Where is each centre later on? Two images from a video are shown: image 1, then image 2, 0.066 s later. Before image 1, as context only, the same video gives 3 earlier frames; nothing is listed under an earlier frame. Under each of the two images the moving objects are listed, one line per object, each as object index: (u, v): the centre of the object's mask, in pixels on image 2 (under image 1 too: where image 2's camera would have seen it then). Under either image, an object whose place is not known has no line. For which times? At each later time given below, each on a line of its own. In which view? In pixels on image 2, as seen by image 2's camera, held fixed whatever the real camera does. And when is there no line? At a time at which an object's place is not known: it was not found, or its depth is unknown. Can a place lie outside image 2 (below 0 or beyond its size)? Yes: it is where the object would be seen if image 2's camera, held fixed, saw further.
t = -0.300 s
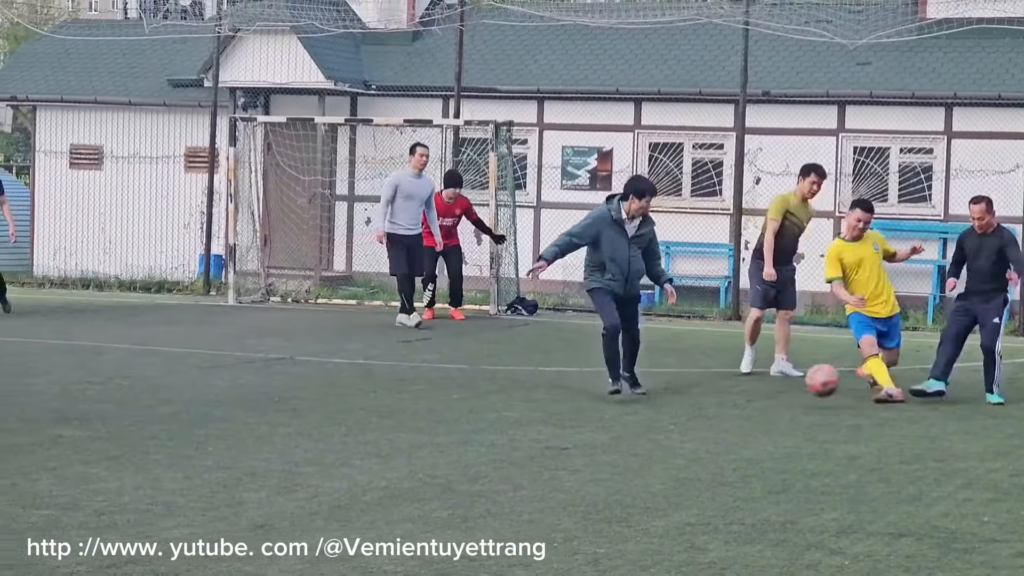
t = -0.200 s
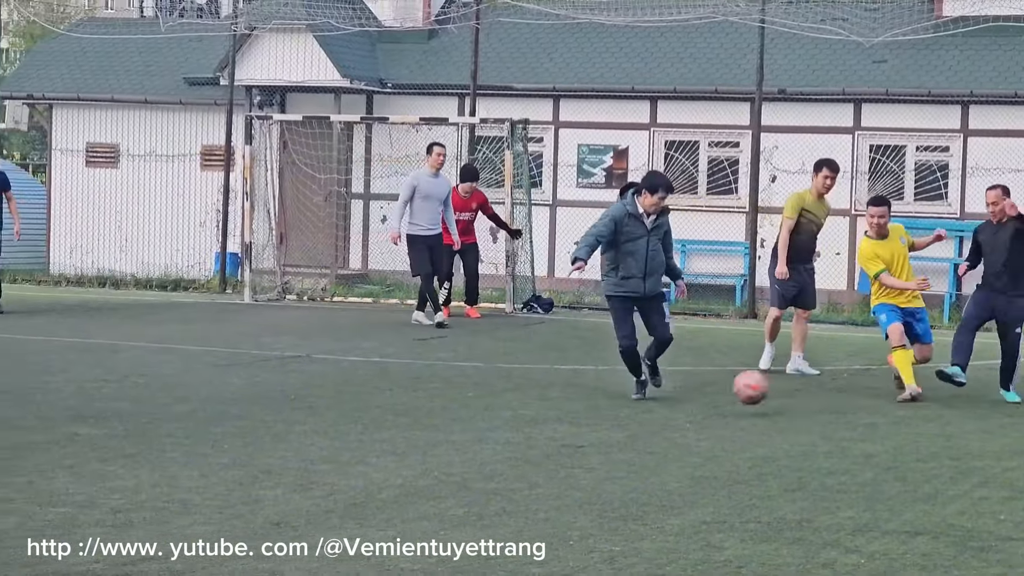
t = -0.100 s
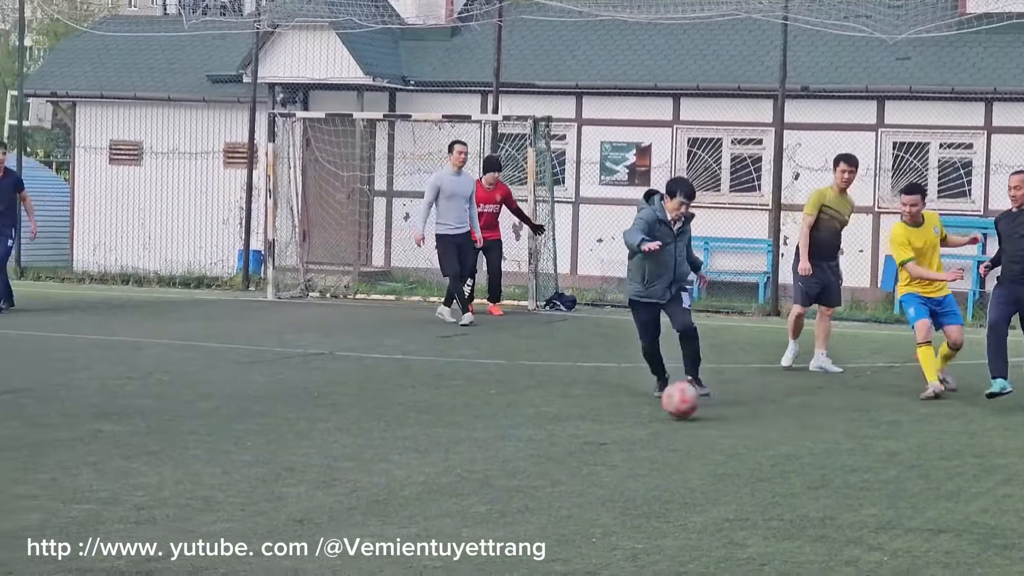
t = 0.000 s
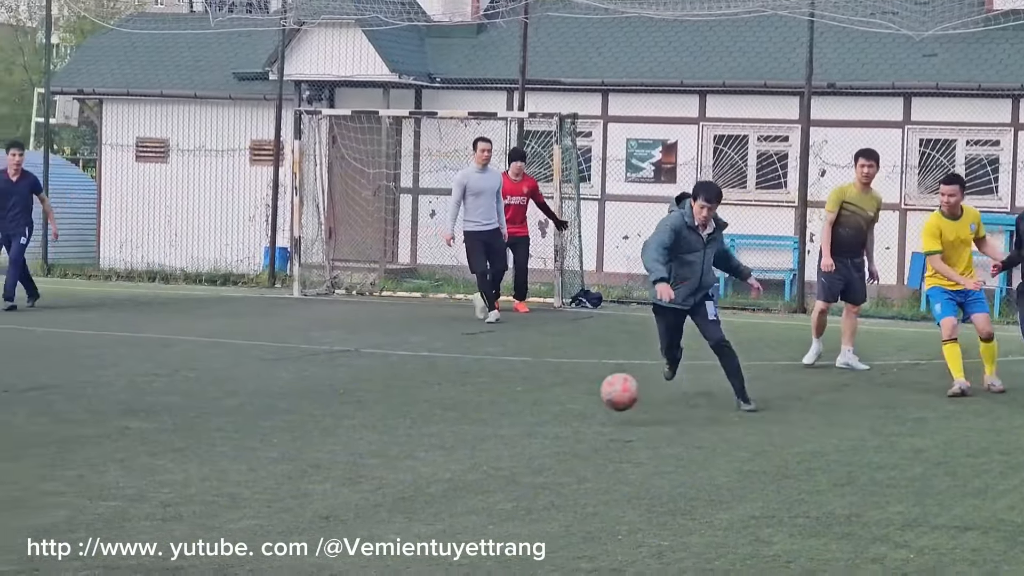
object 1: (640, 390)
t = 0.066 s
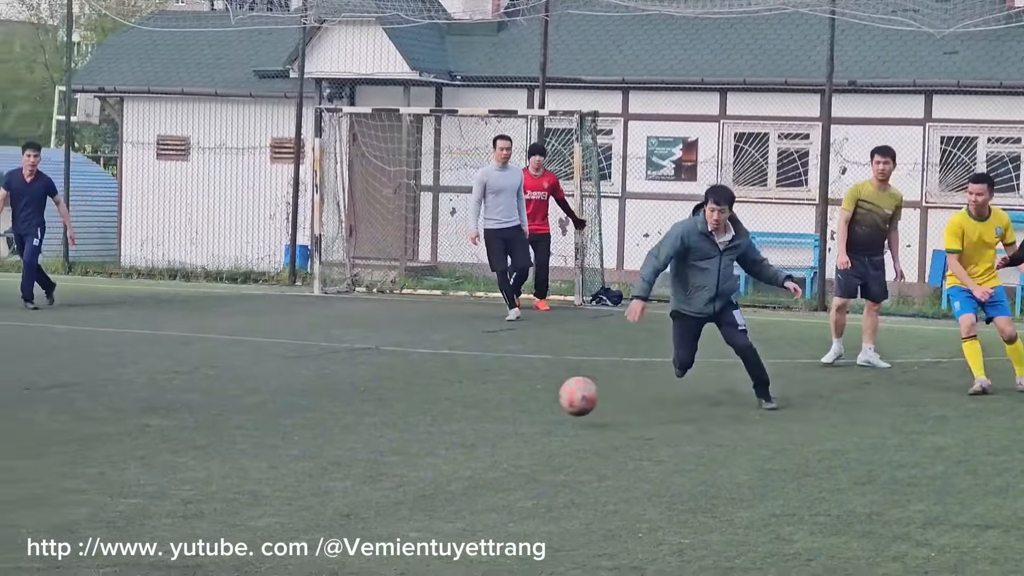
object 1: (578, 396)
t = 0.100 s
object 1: (546, 403)
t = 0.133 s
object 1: (512, 412)
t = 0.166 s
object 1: (485, 409)
